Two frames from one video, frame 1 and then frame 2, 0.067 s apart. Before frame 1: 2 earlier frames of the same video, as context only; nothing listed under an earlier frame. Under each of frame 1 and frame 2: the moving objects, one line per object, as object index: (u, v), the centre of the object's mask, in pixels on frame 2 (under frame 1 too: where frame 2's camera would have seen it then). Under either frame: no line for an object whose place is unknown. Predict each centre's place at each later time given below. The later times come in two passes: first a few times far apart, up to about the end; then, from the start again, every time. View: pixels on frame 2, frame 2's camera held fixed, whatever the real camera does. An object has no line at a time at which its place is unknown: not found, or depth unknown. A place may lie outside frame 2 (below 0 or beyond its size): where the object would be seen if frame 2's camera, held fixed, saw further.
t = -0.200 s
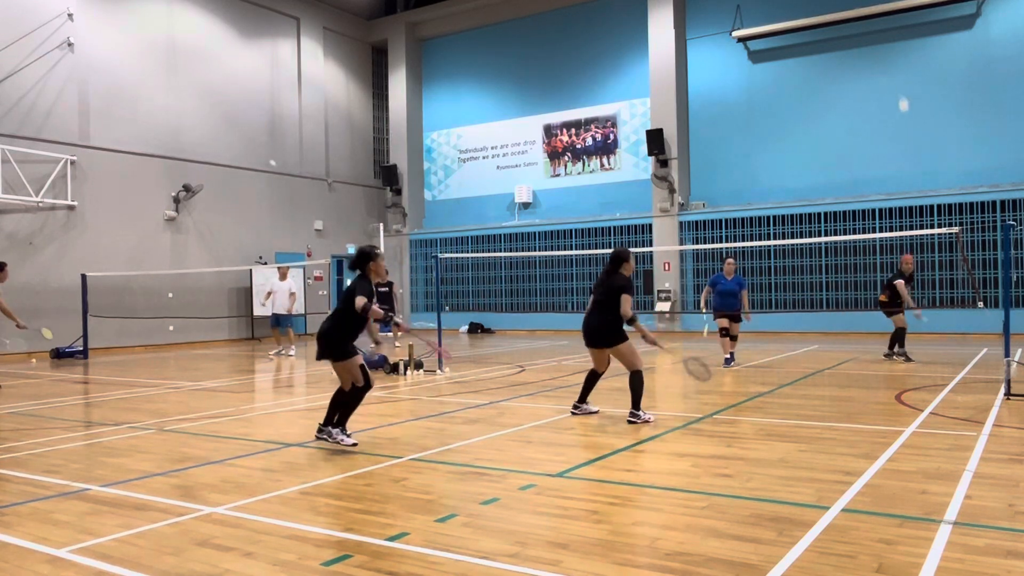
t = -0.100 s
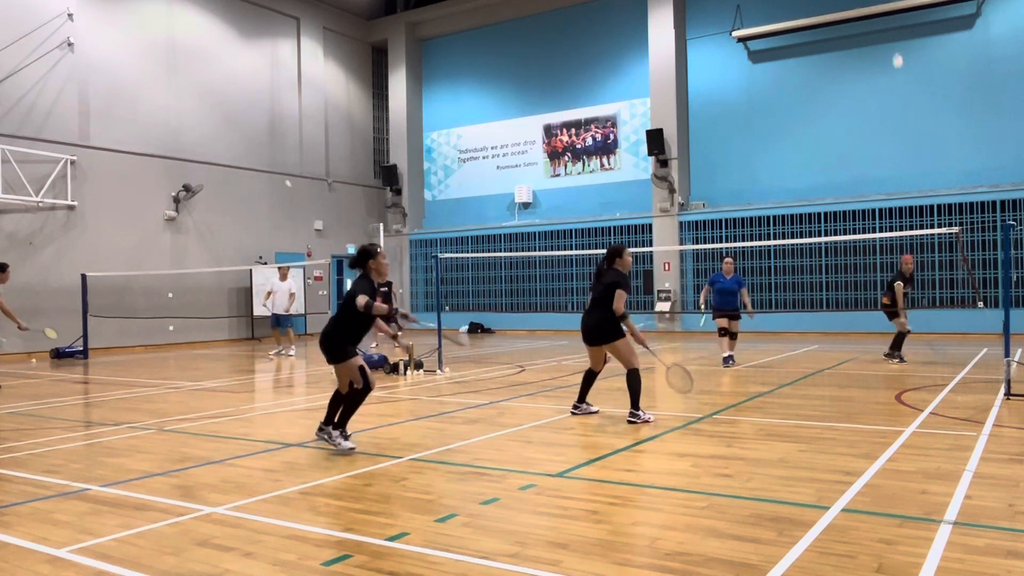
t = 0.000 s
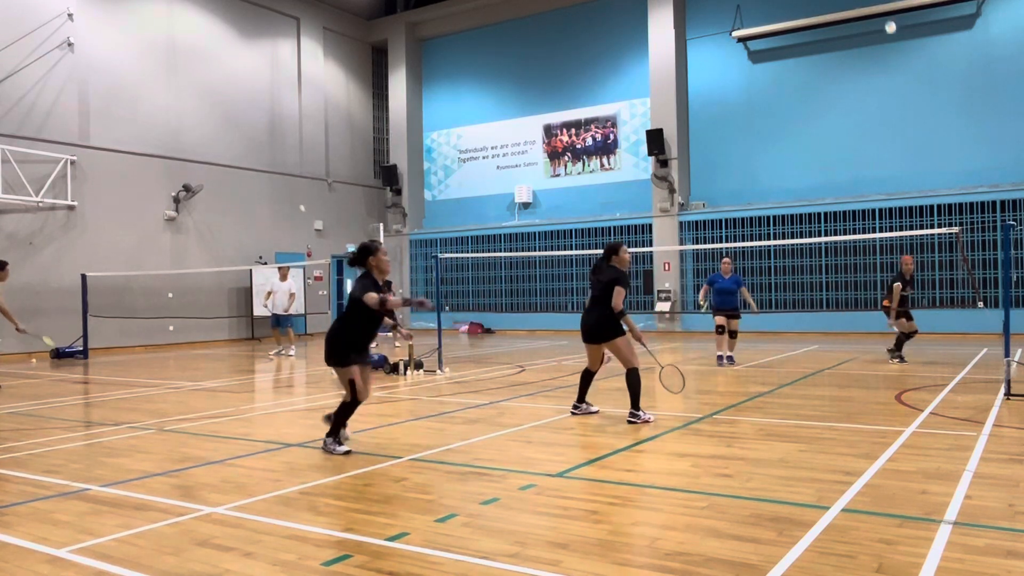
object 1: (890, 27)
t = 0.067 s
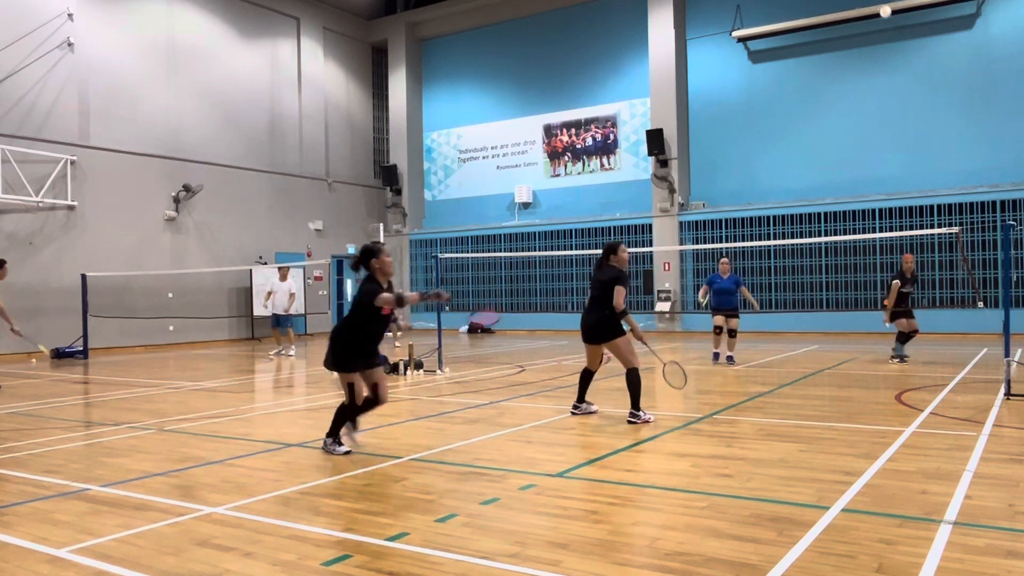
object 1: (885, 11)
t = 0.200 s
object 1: (874, 3)
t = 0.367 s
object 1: (858, 26)
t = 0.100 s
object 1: (883, 6)
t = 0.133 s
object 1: (880, 4)
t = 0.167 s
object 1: (877, 3)
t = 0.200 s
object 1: (874, 3)
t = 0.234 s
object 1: (871, 3)
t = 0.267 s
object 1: (868, 5)
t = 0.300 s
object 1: (865, 9)
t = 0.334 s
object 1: (862, 16)
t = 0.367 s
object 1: (858, 26)
